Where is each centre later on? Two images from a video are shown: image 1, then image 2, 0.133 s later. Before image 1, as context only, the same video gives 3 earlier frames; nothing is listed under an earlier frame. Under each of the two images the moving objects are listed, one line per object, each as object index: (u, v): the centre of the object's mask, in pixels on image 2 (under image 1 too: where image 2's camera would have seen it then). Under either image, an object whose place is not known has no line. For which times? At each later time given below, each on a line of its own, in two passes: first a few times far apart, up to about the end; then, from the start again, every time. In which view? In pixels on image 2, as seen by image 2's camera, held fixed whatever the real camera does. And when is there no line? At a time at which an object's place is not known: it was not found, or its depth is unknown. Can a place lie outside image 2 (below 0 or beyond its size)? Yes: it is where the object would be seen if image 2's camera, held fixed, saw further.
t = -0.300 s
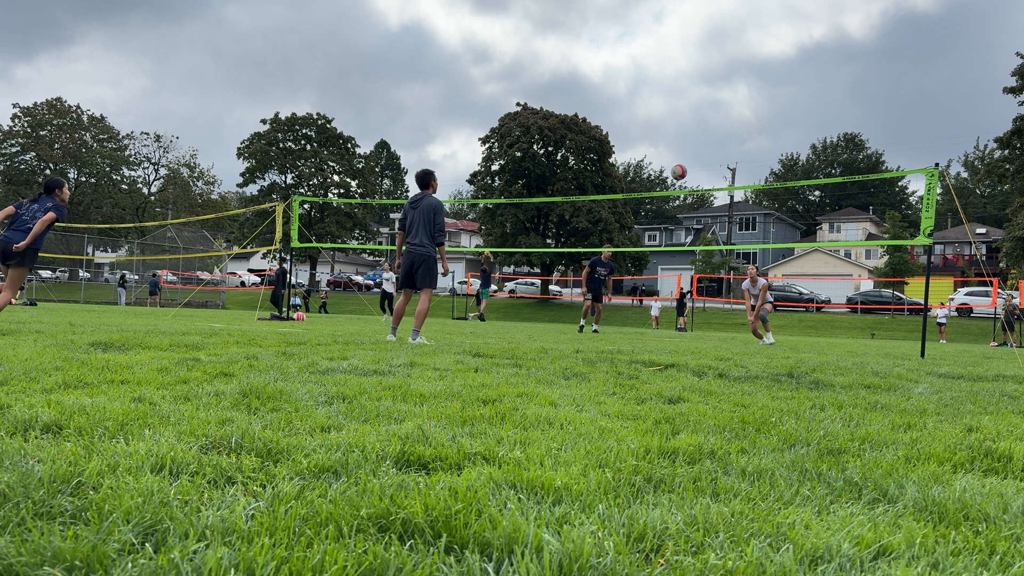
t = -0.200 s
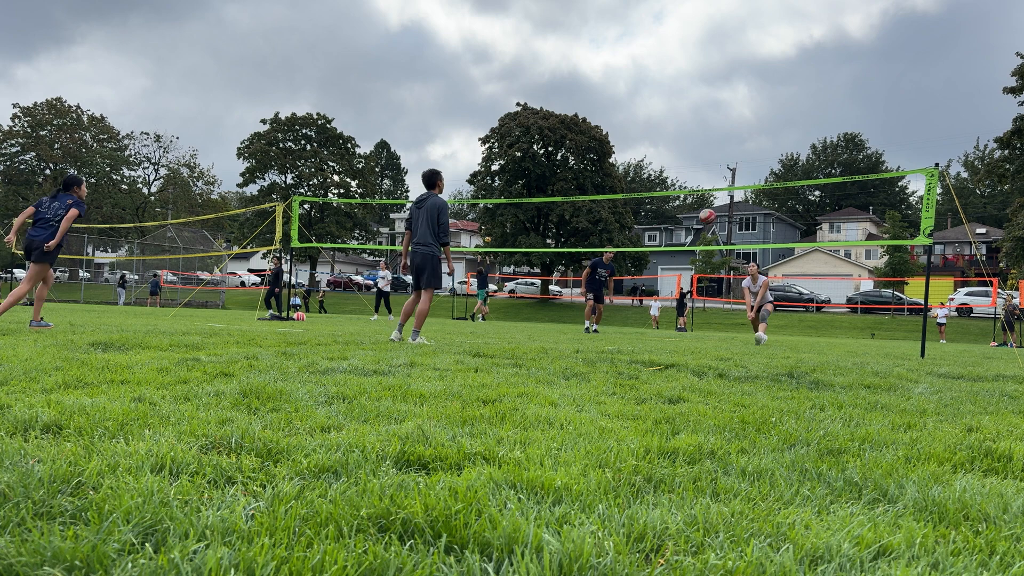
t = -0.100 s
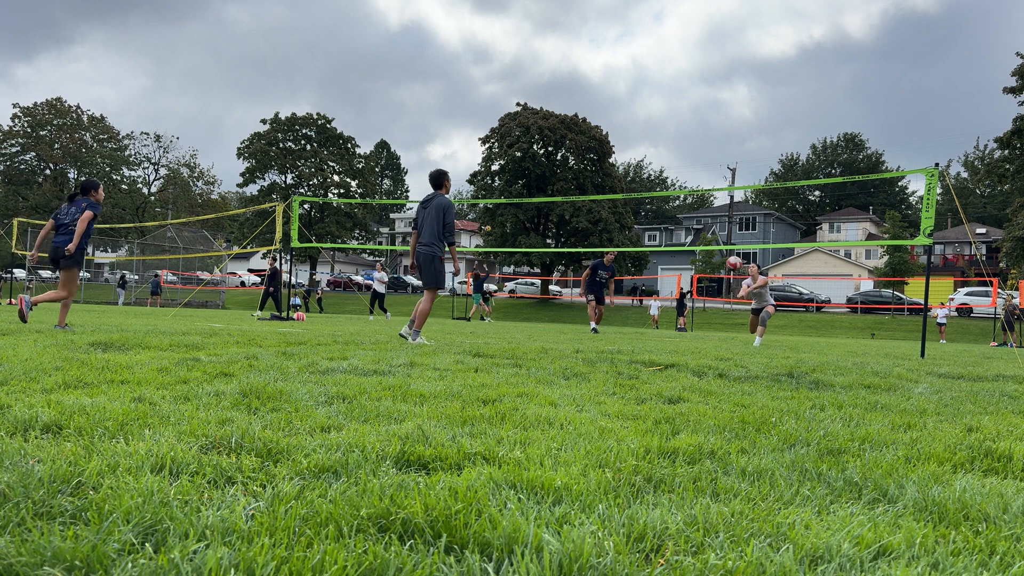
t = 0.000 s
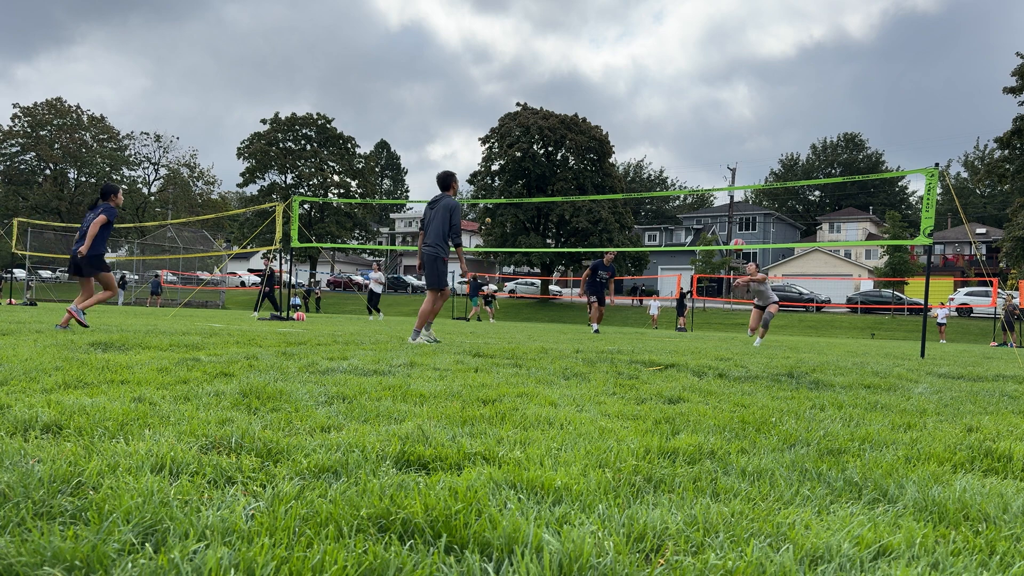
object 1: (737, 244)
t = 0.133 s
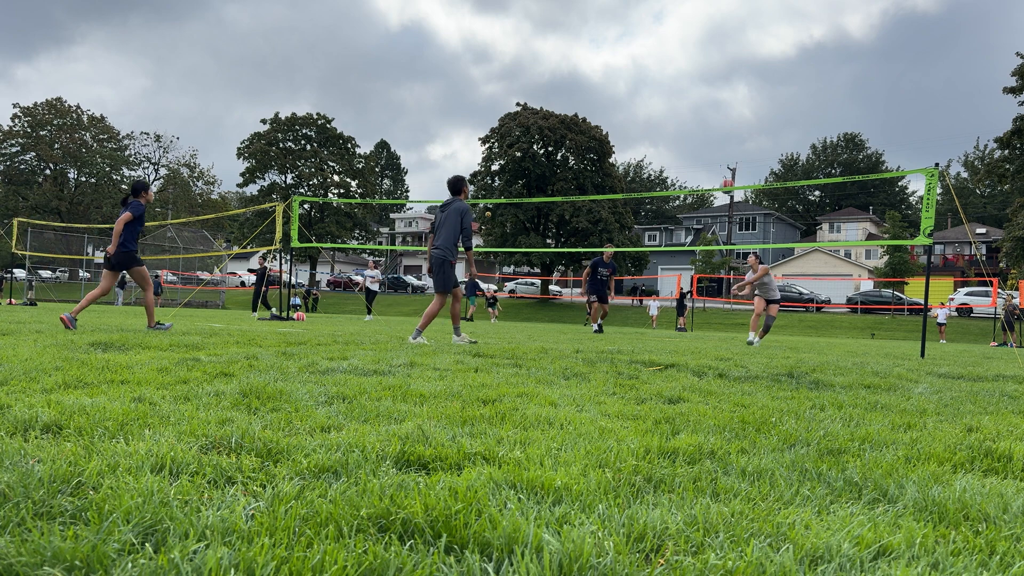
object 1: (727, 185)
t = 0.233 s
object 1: (719, 151)
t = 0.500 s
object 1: (701, 90)
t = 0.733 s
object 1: (685, 75)
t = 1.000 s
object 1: (667, 101)
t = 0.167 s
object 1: (724, 174)
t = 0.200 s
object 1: (722, 162)
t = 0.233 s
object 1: (719, 151)
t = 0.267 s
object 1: (717, 140)
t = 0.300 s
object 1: (714, 131)
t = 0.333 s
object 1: (712, 122)
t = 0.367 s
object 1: (710, 114)
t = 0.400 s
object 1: (708, 107)
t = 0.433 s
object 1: (705, 100)
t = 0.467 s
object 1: (703, 95)
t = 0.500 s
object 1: (701, 90)
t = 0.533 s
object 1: (699, 85)
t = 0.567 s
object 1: (697, 82)
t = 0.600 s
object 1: (694, 79)
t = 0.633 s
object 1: (692, 77)
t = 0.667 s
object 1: (690, 76)
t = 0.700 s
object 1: (688, 75)
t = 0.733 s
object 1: (685, 75)
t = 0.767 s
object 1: (683, 76)
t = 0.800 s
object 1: (681, 78)
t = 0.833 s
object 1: (679, 80)
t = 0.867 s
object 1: (676, 83)
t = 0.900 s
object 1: (674, 86)
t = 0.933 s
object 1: (672, 90)
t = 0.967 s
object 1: (669, 95)
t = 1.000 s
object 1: (667, 101)
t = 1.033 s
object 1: (665, 107)
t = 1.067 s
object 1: (663, 114)
